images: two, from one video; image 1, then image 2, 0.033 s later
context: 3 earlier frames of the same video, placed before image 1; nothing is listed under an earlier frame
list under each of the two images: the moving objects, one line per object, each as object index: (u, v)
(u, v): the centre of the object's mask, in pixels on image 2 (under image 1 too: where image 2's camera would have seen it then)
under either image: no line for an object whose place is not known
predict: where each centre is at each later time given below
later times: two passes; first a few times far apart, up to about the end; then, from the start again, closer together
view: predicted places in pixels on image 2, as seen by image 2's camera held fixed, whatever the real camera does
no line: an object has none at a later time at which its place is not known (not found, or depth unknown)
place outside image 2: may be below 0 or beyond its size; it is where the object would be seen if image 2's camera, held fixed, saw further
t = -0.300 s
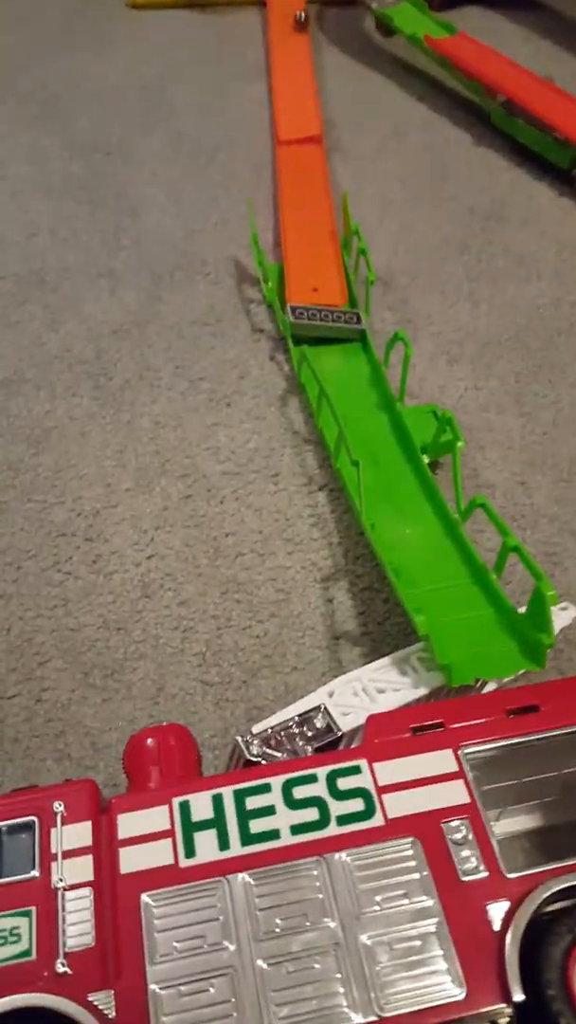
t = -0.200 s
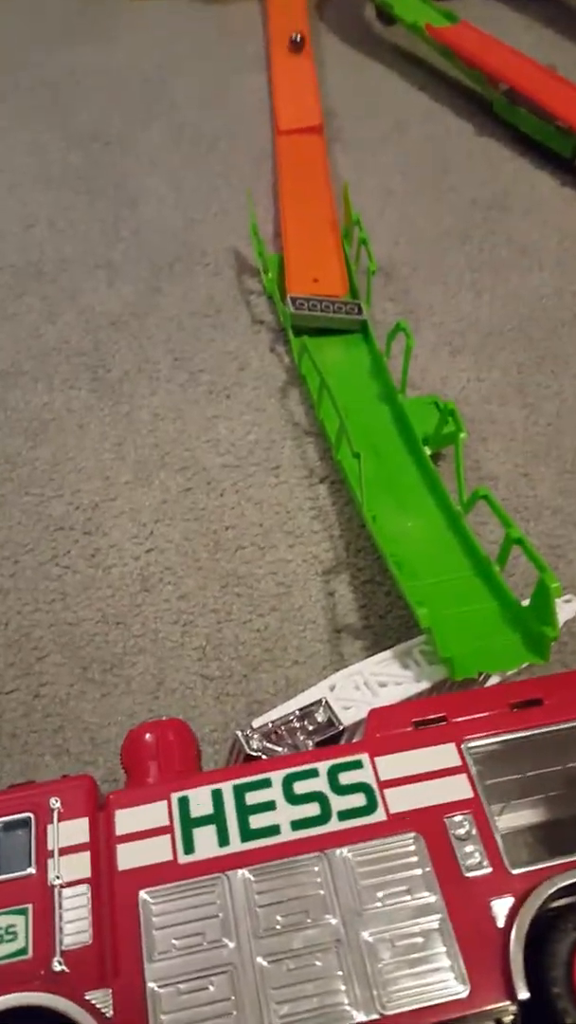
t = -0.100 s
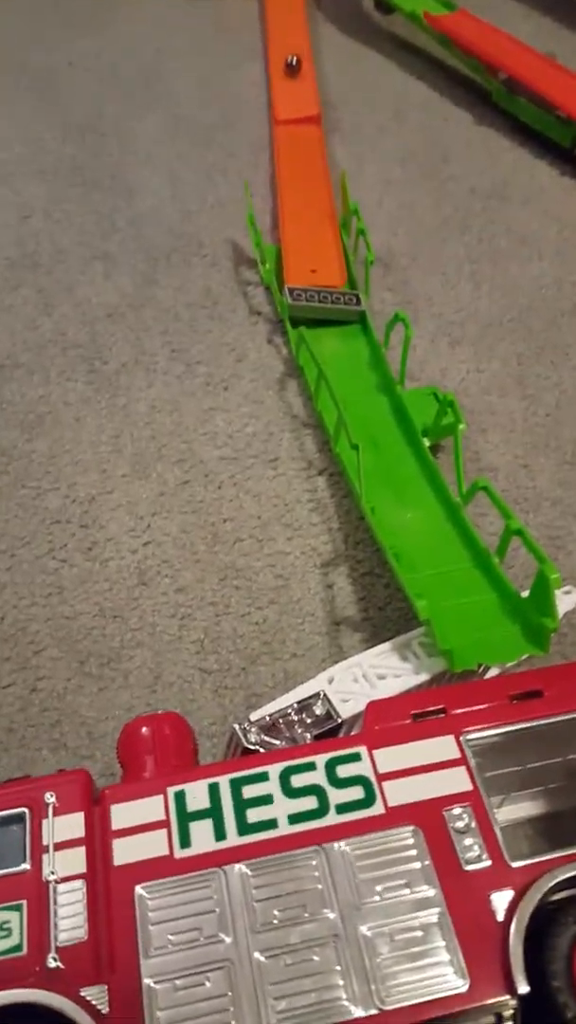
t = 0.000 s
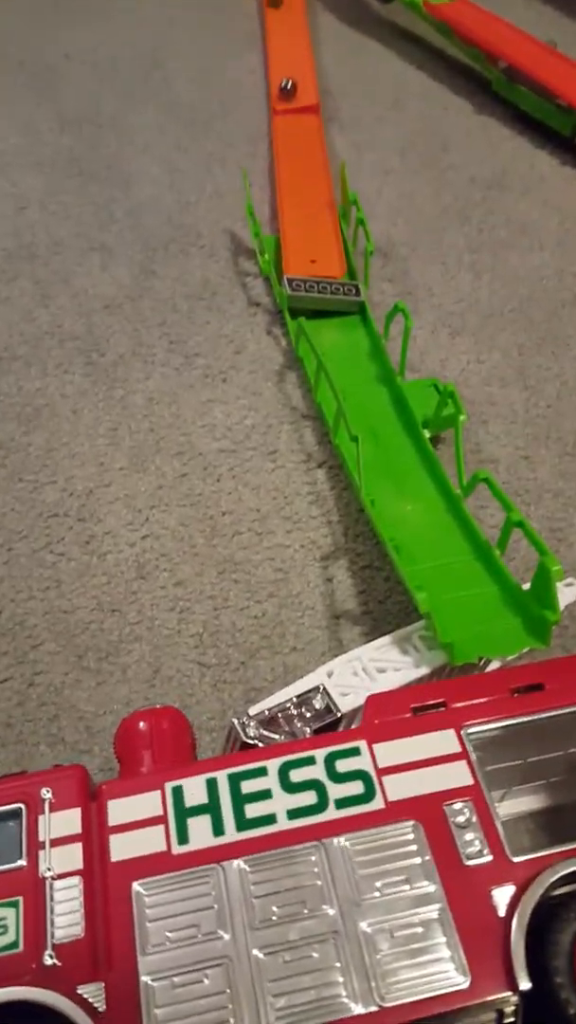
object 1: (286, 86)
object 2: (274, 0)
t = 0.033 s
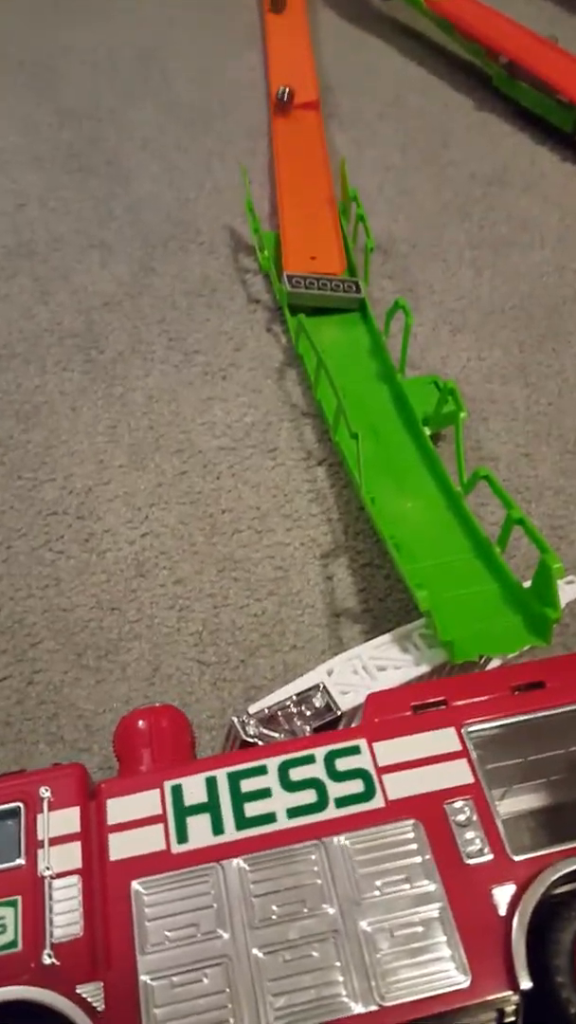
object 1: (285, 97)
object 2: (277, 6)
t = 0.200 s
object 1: (289, 163)
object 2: (293, 54)
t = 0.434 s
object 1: (320, 244)
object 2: (301, 136)
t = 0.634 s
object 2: (325, 200)
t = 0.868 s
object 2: (333, 256)
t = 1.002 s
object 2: (345, 290)
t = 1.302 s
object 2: (357, 374)
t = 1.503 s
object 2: (343, 369)
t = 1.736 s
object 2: (337, 334)
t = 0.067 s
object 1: (281, 116)
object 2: (281, 12)
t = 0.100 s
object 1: (283, 128)
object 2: (284, 21)
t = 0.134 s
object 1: (284, 140)
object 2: (287, 32)
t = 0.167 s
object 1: (287, 150)
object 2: (290, 43)
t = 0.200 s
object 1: (289, 163)
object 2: (293, 54)
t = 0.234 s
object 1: (293, 175)
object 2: (296, 64)
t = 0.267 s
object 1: (297, 187)
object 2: (298, 74)
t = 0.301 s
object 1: (300, 199)
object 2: (300, 84)
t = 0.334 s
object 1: (305, 210)
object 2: (300, 94)
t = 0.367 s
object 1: (309, 221)
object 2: (300, 112)
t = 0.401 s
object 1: (314, 233)
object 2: (300, 126)
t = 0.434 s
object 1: (320, 244)
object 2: (301, 136)
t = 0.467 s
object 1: (328, 254)
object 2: (303, 147)
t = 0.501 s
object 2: (306, 157)
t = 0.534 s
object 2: (309, 168)
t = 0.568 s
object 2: (314, 178)
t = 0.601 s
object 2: (320, 189)
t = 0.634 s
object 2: (325, 200)
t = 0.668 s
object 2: (326, 210)
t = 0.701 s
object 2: (327, 218)
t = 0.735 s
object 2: (328, 227)
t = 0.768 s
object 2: (329, 235)
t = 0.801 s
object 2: (330, 244)
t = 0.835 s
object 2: (332, 250)
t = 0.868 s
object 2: (333, 256)
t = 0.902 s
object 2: (334, 263)
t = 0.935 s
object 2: (335, 276)
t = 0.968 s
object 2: (339, 283)
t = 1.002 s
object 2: (345, 290)
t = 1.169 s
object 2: (362, 351)
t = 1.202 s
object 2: (363, 362)
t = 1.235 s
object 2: (357, 368)
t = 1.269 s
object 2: (357, 371)
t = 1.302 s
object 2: (357, 374)
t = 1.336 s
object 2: (356, 375)
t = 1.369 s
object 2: (354, 375)
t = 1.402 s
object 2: (351, 375)
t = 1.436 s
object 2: (347, 374)
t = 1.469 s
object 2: (345, 372)
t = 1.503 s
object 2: (343, 369)
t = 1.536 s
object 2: (341, 366)
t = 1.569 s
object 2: (339, 361)
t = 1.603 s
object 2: (338, 357)
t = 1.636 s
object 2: (337, 352)
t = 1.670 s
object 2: (336, 347)
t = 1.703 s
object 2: (335, 342)
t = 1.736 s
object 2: (337, 334)
